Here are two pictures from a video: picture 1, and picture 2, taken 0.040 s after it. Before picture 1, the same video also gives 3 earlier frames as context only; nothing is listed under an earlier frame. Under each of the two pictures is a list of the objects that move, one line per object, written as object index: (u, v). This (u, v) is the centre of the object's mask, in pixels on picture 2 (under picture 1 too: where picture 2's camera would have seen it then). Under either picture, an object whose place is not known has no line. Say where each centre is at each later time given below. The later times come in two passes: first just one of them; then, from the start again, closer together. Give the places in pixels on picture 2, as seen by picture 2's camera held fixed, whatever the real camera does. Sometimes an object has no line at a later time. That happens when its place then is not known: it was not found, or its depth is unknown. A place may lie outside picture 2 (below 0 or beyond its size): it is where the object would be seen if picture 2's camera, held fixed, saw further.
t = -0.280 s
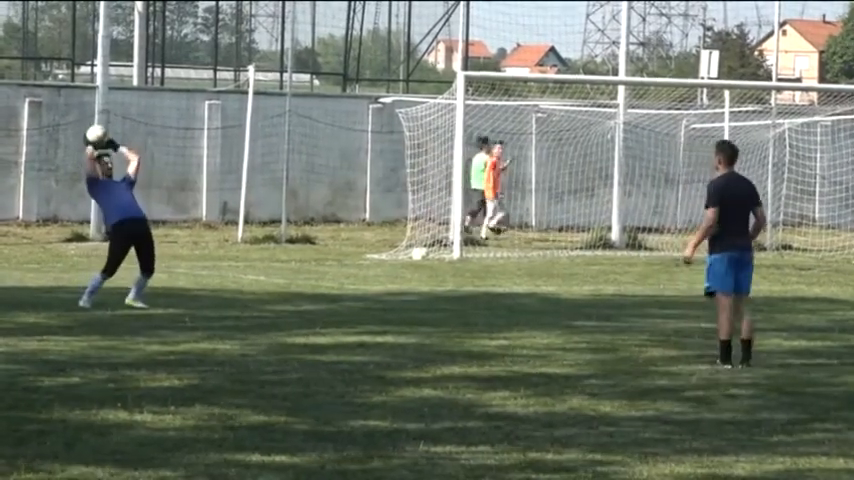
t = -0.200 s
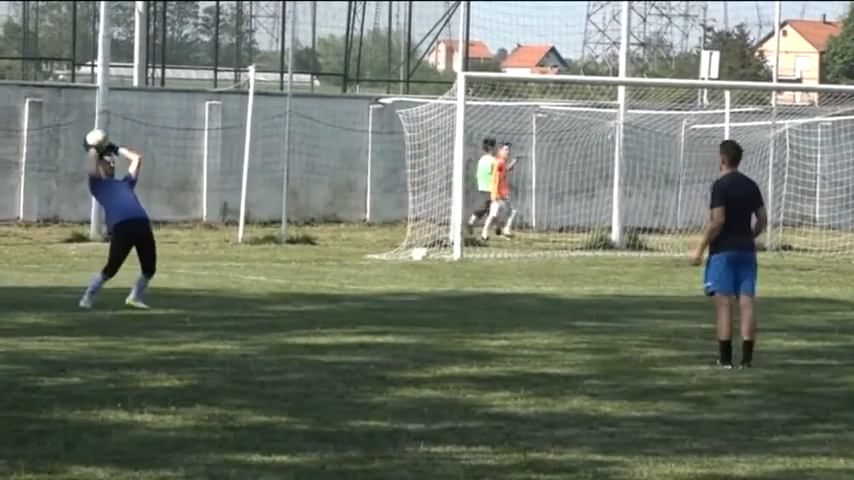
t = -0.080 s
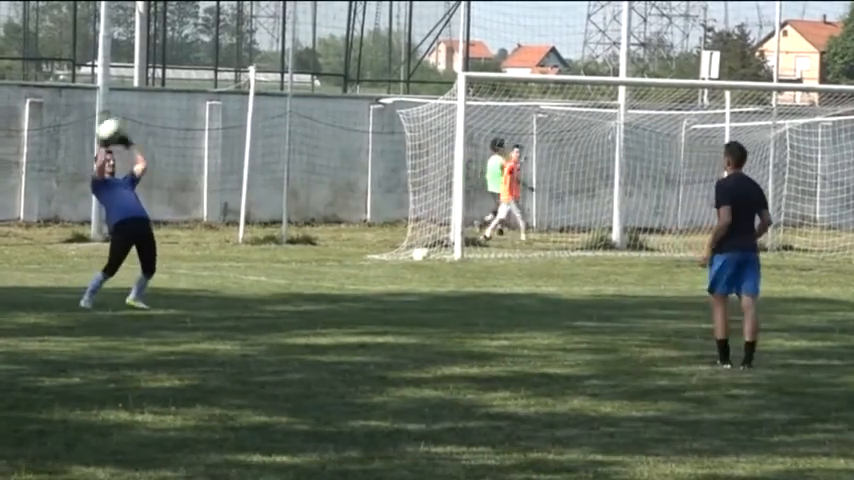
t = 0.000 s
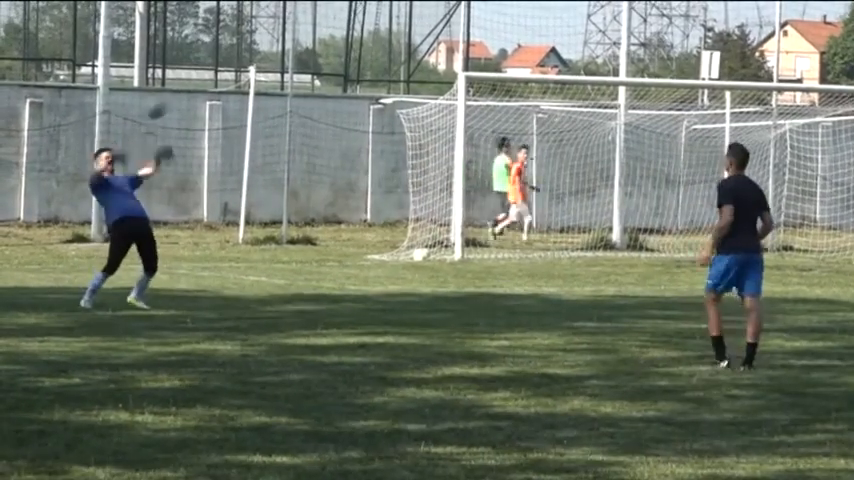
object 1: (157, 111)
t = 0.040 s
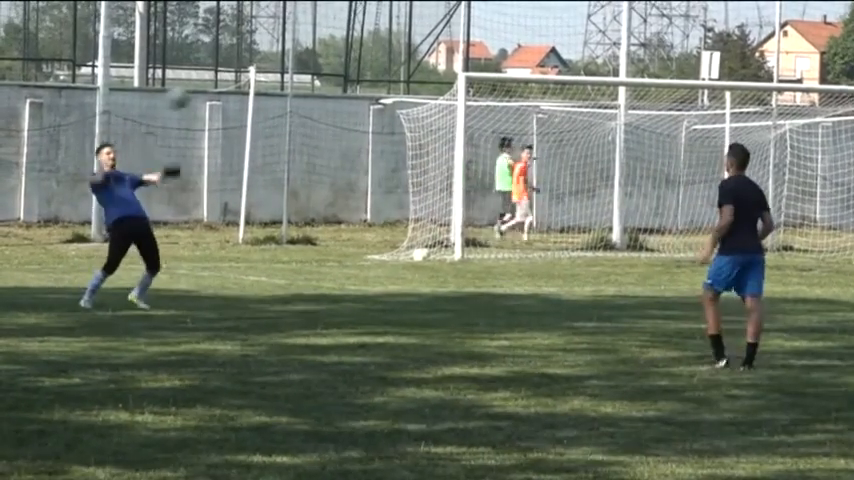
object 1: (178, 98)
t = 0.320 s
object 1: (349, 71)
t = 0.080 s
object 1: (201, 89)
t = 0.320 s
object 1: (349, 71)
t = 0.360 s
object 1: (373, 73)
